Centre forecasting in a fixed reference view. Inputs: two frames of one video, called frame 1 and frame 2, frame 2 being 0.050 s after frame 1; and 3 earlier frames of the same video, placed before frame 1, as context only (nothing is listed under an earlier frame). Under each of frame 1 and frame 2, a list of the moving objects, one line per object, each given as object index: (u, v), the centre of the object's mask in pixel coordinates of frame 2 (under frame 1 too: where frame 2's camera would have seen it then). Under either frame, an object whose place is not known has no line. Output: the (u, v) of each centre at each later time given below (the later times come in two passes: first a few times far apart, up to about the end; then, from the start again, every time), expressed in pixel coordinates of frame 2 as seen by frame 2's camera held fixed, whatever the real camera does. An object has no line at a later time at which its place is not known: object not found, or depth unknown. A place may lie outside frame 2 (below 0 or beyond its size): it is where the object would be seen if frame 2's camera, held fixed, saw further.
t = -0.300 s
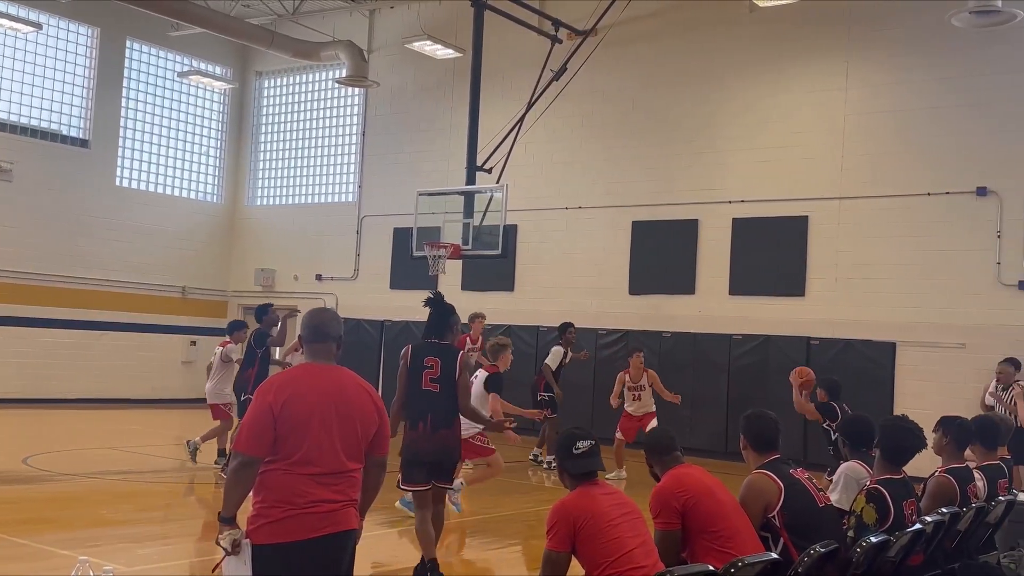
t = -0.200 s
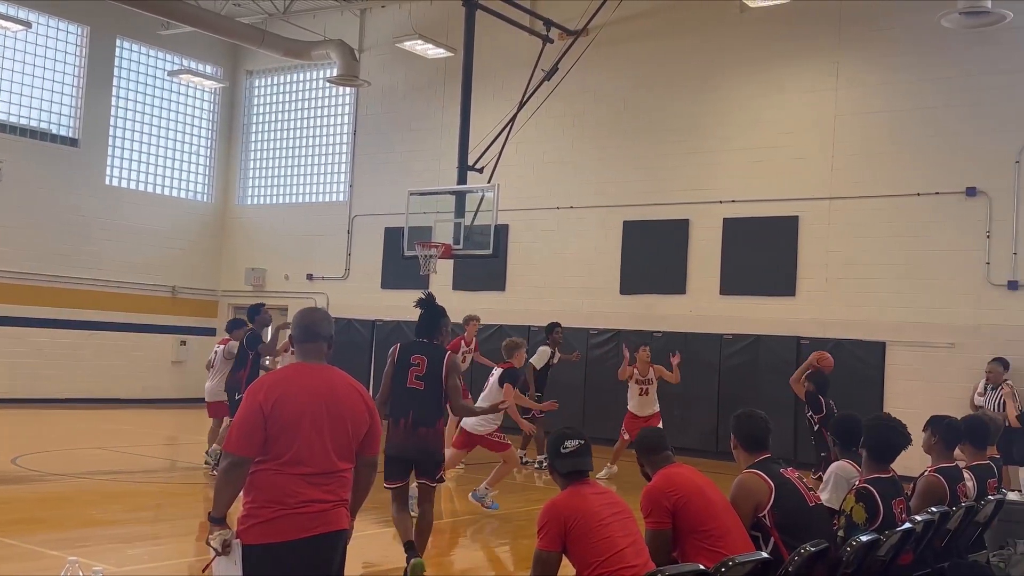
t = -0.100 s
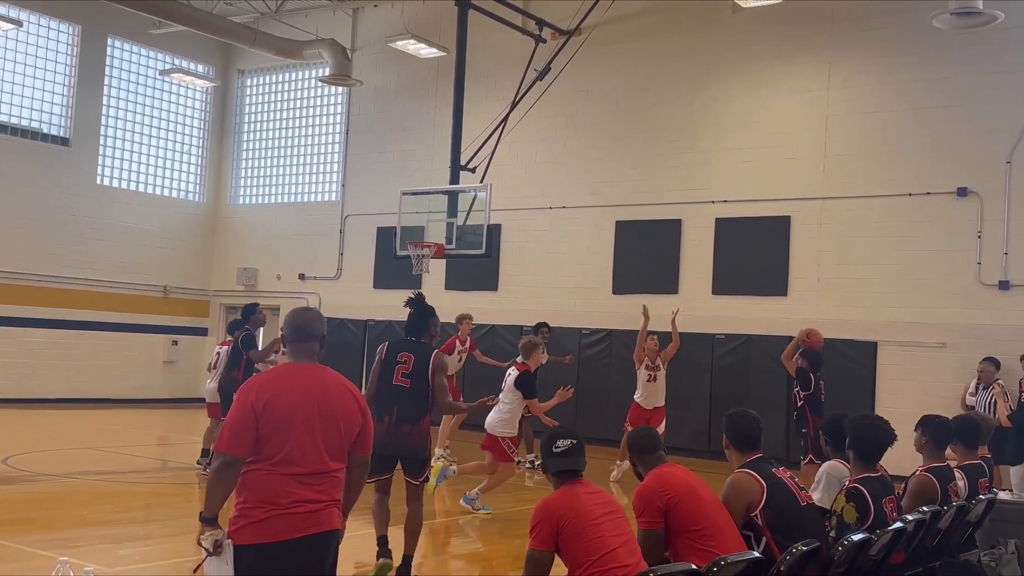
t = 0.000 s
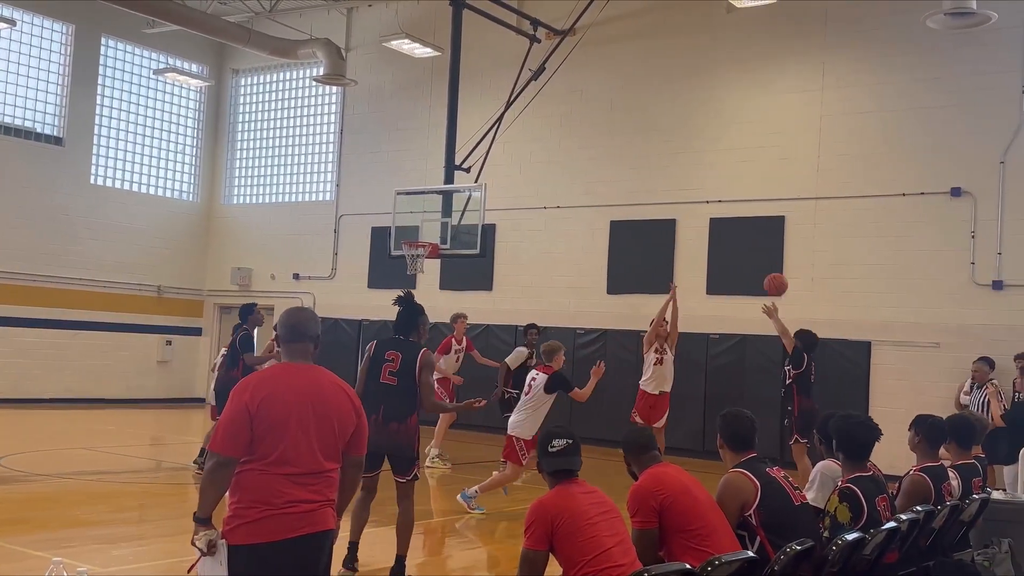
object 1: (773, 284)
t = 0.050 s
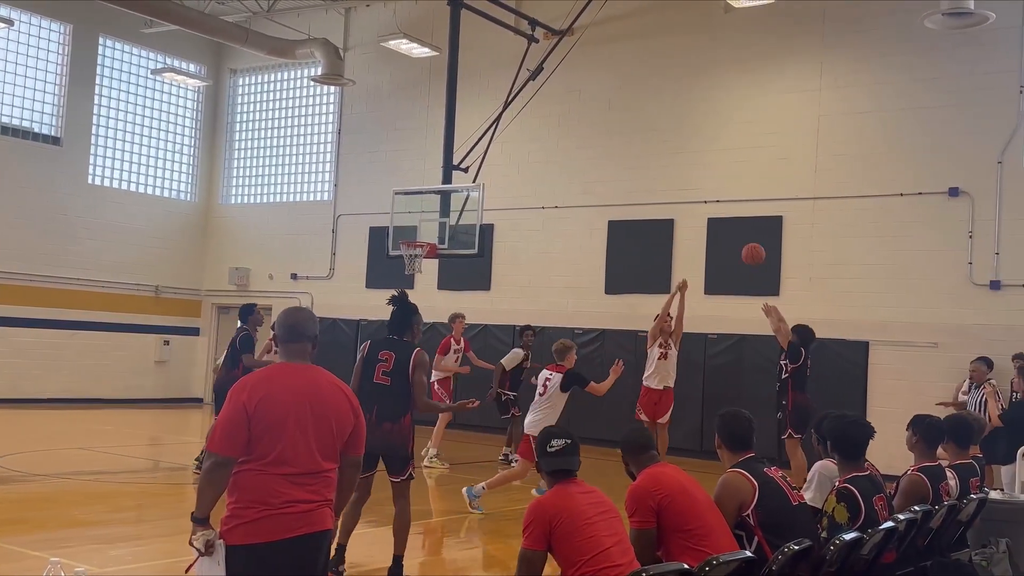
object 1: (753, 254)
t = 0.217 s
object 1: (691, 178)
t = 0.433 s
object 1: (620, 126)
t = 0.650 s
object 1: (559, 117)
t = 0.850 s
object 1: (508, 138)
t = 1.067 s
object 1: (458, 188)
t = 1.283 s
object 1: (407, 236)
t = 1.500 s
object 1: (374, 207)
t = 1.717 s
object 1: (337, 207)
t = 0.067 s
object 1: (747, 245)
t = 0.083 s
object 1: (740, 236)
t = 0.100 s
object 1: (734, 228)
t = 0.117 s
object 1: (727, 220)
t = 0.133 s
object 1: (721, 212)
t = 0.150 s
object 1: (715, 205)
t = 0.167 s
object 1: (709, 197)
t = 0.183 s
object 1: (703, 191)
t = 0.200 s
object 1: (697, 184)
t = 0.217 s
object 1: (691, 178)
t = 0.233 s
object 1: (685, 173)
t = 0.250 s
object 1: (679, 167)
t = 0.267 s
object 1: (674, 162)
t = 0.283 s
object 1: (668, 157)
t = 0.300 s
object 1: (662, 153)
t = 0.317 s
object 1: (657, 148)
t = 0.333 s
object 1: (652, 145)
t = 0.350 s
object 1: (646, 141)
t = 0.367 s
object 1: (641, 137)
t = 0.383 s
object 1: (636, 134)
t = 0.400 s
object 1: (631, 131)
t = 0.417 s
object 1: (625, 129)
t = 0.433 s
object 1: (620, 126)
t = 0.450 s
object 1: (615, 124)
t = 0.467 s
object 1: (610, 122)
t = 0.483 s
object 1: (606, 121)
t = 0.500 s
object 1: (601, 119)
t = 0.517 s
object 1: (596, 118)
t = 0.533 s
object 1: (591, 117)
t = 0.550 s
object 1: (586, 116)
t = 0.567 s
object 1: (582, 116)
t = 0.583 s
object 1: (577, 116)
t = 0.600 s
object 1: (572, 116)
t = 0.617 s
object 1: (568, 116)
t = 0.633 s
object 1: (563, 116)
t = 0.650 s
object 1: (559, 117)
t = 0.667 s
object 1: (554, 118)
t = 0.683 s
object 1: (550, 119)
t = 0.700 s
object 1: (545, 120)
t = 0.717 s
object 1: (541, 121)
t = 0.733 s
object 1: (537, 123)
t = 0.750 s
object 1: (533, 124)
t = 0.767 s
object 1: (528, 126)
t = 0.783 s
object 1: (524, 128)
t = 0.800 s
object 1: (520, 131)
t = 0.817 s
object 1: (516, 133)
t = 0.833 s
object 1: (512, 136)
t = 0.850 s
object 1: (508, 138)
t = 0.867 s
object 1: (504, 141)
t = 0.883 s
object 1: (500, 144)
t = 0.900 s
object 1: (496, 147)
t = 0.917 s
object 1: (492, 151)
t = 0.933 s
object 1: (488, 154)
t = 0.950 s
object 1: (484, 158)
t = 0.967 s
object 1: (480, 162)
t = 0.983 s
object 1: (477, 166)
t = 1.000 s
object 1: (473, 170)
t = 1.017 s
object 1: (469, 175)
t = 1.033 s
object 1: (466, 179)
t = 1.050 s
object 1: (462, 183)
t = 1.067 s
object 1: (458, 188)
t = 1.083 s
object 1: (454, 193)
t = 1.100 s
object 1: (450, 198)
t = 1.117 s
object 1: (447, 203)
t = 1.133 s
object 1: (443, 209)
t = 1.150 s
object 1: (440, 214)
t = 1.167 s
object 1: (435, 219)
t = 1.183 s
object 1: (432, 225)
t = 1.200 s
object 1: (429, 231)
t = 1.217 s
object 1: (426, 236)
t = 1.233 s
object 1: (422, 238)
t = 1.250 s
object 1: (417, 237)
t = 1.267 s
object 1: (412, 236)
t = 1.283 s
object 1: (407, 236)
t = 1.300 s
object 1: (404, 234)
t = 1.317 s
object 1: (403, 231)
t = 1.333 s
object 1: (400, 228)
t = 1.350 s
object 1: (397, 225)
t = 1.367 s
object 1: (395, 222)
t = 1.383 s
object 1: (393, 220)
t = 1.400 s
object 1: (390, 217)
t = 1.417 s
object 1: (387, 215)
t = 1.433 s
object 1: (385, 213)
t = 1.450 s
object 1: (382, 211)
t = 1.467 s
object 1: (379, 210)
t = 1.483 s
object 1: (377, 208)
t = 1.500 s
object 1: (374, 207)
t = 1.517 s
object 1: (371, 206)
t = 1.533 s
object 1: (368, 205)
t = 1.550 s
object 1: (366, 204)
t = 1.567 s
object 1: (363, 203)
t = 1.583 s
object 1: (360, 203)
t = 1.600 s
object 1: (357, 203)
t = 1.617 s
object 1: (354, 203)
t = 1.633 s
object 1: (351, 203)
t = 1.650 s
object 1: (349, 203)
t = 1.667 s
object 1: (346, 204)
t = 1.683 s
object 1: (343, 205)
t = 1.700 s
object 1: (340, 206)
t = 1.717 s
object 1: (337, 207)
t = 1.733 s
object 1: (334, 208)
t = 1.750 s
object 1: (331, 209)
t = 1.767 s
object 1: (328, 211)
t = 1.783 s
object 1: (325, 213)
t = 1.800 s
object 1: (321, 215)
